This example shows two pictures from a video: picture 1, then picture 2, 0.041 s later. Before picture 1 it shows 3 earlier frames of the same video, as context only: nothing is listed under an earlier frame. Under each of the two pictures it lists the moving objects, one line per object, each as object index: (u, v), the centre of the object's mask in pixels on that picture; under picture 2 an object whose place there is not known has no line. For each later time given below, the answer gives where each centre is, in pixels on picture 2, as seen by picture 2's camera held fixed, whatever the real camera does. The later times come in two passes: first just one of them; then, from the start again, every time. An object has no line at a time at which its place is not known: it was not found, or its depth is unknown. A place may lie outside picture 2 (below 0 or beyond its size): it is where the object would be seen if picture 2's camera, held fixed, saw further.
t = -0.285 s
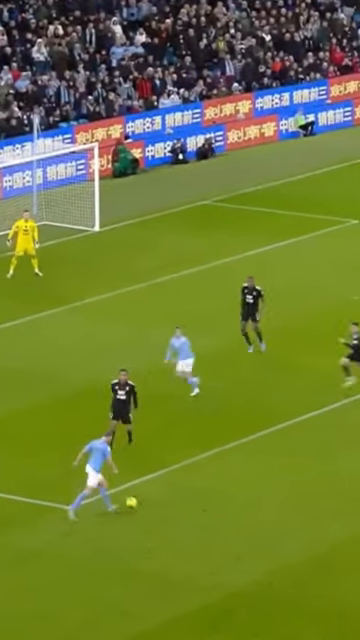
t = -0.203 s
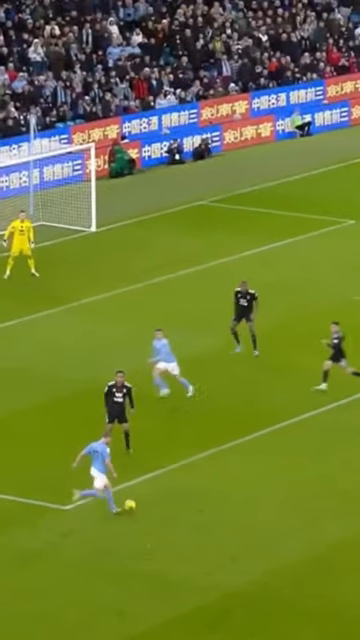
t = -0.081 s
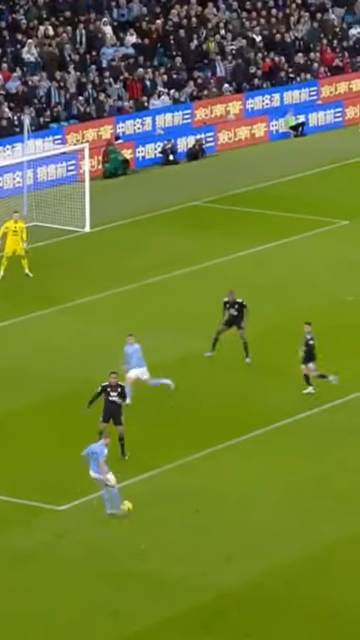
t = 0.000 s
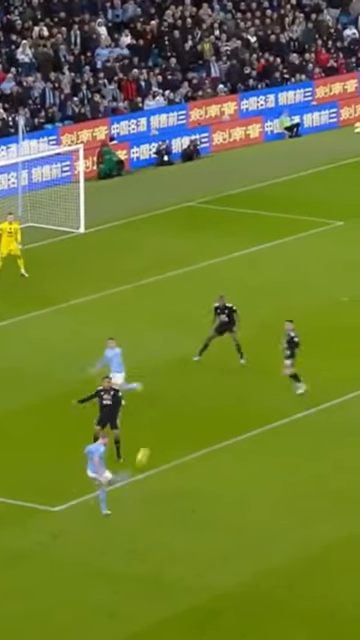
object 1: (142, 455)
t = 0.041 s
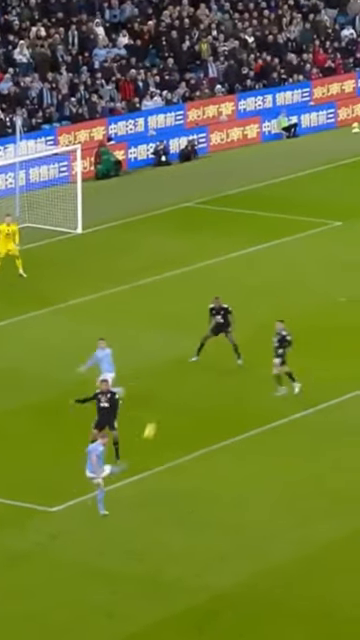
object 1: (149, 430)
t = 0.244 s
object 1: (186, 326)
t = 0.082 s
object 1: (158, 407)
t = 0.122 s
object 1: (167, 384)
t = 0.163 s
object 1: (174, 364)
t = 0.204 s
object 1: (180, 344)
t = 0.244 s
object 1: (186, 326)
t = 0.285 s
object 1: (191, 310)
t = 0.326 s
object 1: (195, 294)
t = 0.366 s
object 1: (199, 280)
